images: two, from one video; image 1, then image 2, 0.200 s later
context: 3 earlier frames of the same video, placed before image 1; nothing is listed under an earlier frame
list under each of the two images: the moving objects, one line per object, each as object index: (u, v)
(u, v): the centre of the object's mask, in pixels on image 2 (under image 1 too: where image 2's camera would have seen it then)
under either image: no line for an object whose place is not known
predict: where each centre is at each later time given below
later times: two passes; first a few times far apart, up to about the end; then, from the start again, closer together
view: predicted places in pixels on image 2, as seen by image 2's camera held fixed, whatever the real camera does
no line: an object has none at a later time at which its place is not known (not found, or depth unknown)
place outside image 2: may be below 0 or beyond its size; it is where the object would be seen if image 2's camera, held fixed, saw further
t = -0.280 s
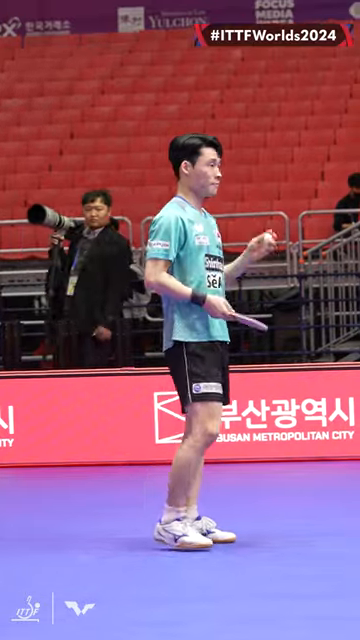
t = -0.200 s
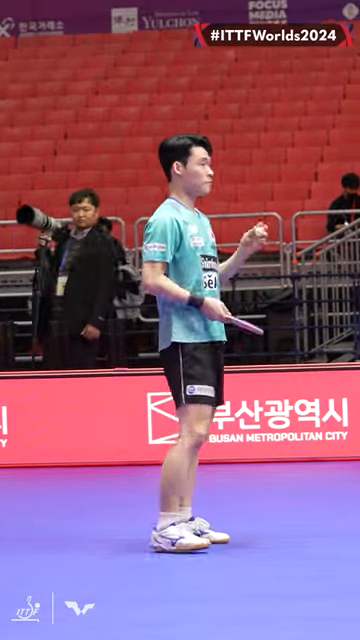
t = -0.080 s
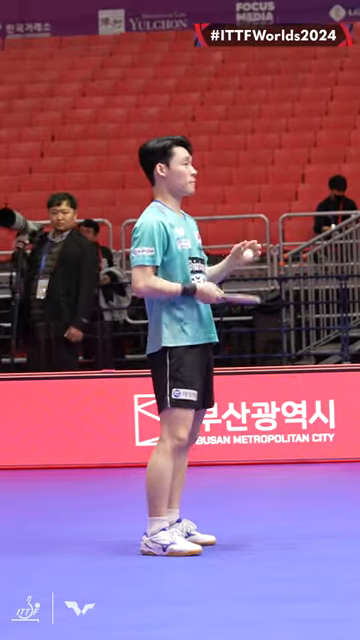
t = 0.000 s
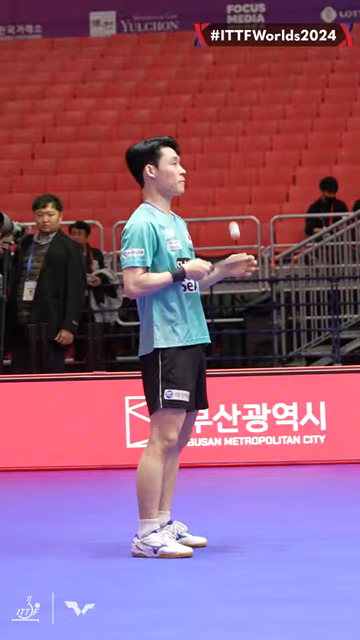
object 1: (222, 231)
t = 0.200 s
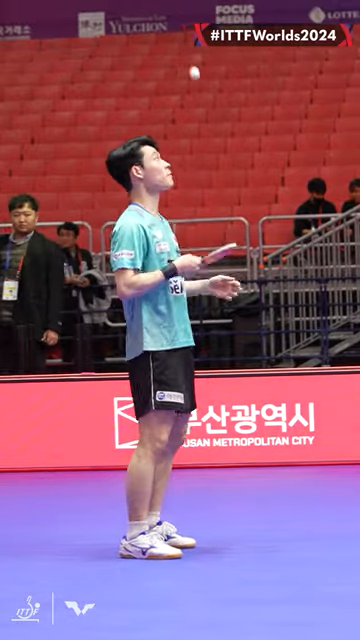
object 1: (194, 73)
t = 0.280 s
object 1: (184, 38)
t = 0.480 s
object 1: (161, 17)
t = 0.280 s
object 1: (184, 38)
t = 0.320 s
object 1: (179, 26)
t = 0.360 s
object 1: (174, 18)
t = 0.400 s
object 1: (170, 14)
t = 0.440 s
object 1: (165, 14)
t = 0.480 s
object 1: (161, 17)
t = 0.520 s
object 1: (157, 23)
